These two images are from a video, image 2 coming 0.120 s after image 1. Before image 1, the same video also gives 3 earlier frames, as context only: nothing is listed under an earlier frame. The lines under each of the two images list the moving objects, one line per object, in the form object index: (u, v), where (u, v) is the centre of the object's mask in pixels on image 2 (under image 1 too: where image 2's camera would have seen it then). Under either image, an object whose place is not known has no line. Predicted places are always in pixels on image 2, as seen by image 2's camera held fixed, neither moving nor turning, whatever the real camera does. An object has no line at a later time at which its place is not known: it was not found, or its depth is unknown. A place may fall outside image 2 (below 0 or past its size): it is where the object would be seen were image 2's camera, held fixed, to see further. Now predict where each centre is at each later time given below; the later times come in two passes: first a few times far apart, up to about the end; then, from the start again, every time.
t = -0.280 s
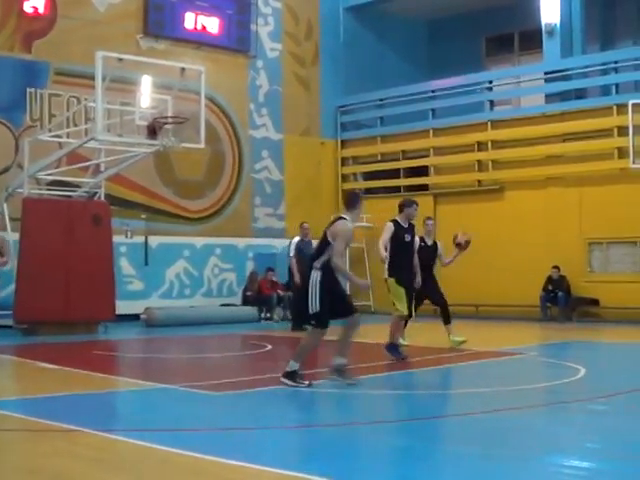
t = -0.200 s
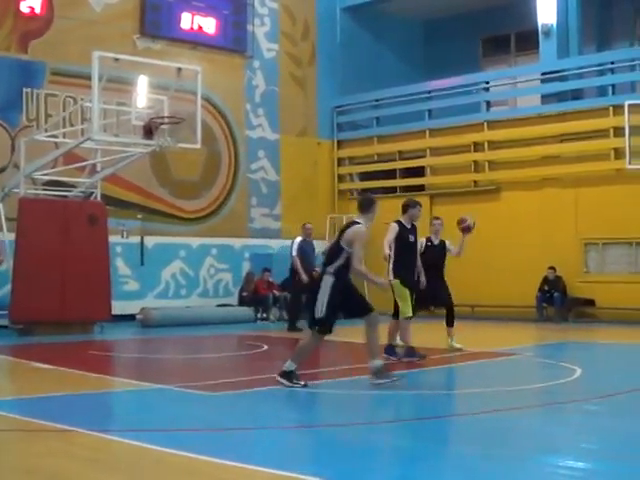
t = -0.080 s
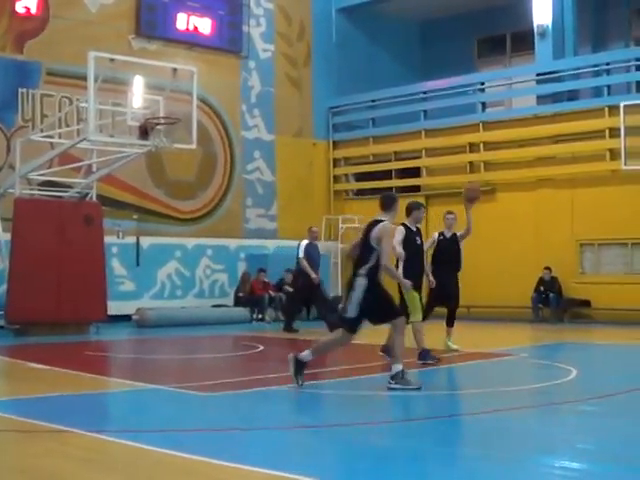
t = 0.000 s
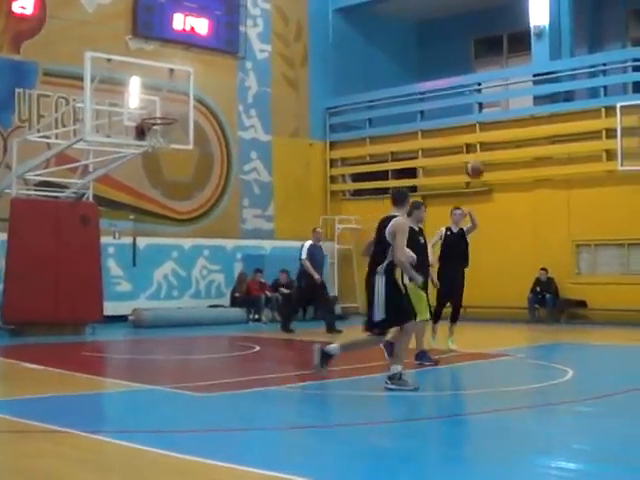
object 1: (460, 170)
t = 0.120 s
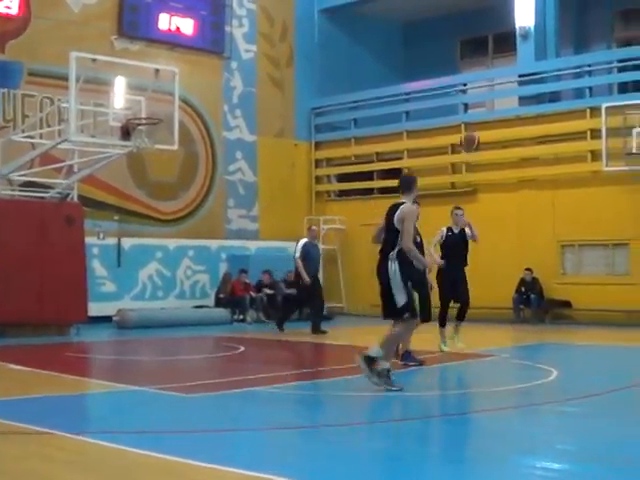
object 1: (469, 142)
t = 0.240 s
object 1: (481, 123)
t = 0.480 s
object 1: (510, 120)
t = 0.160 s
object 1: (474, 134)
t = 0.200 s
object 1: (476, 129)
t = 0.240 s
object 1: (481, 123)
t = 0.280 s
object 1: (485, 120)
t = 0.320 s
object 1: (490, 116)
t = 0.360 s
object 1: (496, 115)
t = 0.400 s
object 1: (499, 115)
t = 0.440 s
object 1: (504, 118)
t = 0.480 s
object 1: (510, 120)
